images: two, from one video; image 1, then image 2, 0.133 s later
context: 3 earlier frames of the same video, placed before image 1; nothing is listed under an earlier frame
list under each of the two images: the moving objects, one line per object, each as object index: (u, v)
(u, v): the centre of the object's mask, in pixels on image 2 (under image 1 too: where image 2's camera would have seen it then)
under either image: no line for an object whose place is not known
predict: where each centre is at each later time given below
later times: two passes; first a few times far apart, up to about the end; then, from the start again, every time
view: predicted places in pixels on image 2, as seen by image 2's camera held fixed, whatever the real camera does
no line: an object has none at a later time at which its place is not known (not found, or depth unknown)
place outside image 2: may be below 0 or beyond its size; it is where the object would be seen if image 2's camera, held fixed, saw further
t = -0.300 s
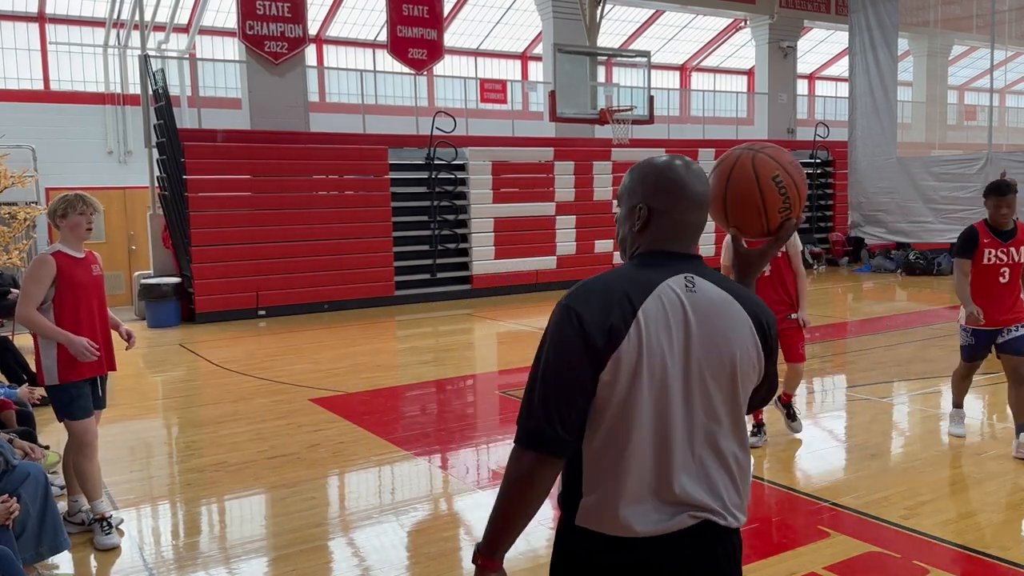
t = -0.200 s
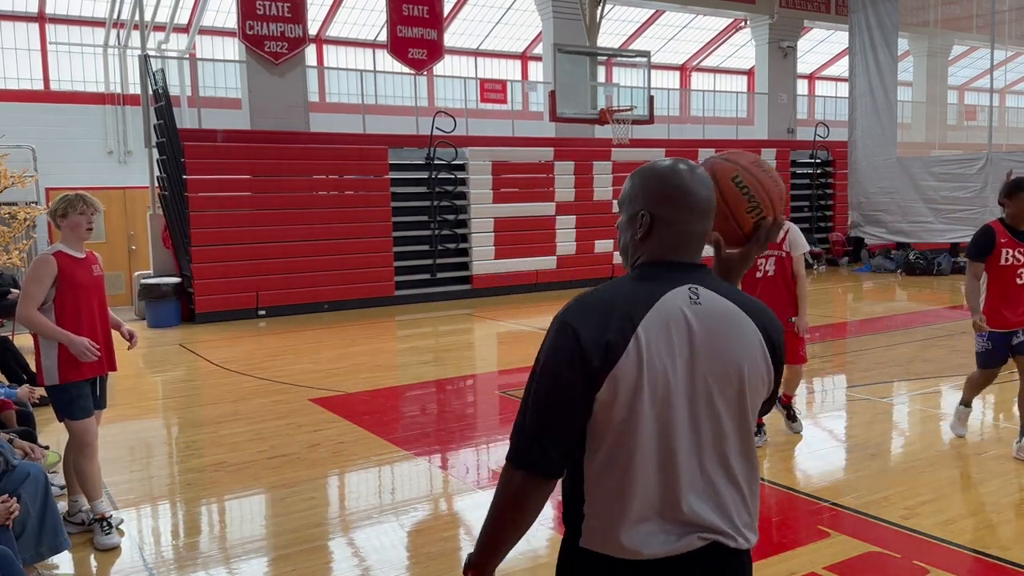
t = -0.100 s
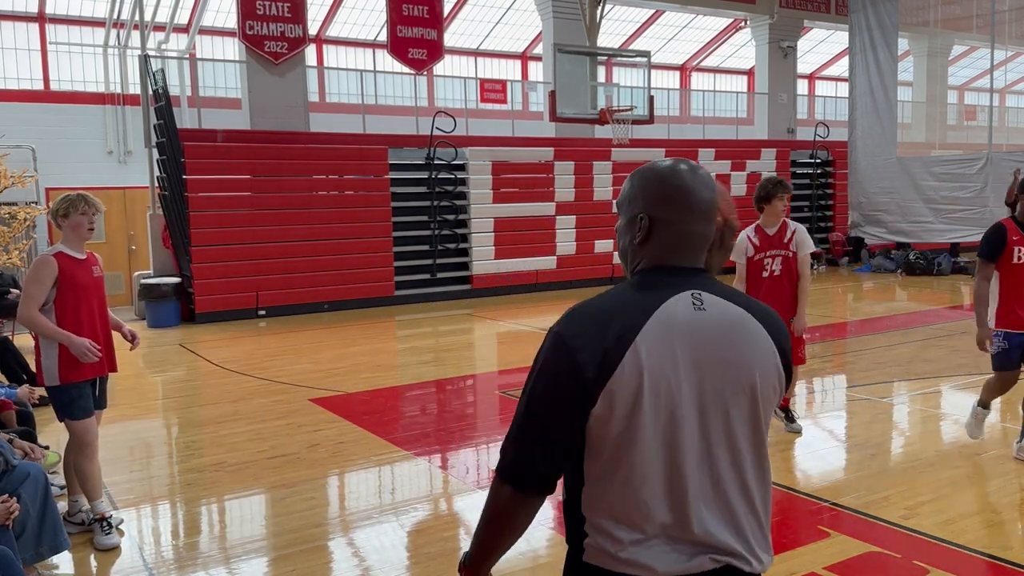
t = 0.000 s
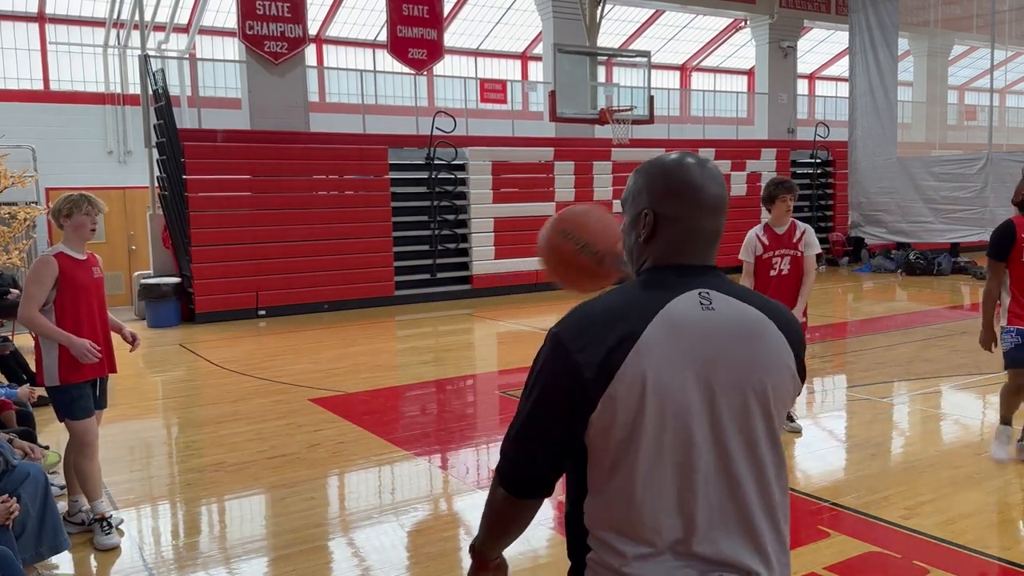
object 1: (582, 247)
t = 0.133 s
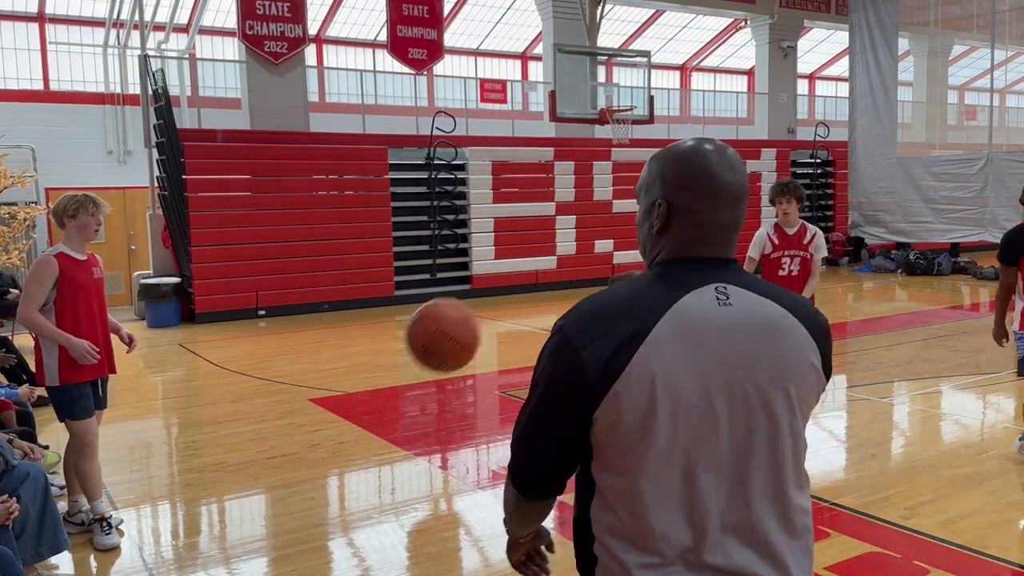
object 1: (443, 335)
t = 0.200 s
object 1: (390, 387)
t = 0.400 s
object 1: (276, 554)
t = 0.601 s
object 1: (212, 425)
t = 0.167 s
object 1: (415, 360)
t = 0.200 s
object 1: (390, 387)
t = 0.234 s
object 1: (367, 413)
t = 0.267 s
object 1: (346, 441)
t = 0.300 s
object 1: (325, 471)
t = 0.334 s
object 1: (307, 499)
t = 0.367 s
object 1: (291, 529)
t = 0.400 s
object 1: (276, 554)
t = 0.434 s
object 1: (266, 560)
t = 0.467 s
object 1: (252, 535)
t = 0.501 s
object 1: (241, 504)
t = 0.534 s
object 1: (231, 475)
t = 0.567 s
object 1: (221, 449)
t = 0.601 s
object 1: (212, 425)
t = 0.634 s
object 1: (203, 405)
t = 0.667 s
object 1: (194, 387)
